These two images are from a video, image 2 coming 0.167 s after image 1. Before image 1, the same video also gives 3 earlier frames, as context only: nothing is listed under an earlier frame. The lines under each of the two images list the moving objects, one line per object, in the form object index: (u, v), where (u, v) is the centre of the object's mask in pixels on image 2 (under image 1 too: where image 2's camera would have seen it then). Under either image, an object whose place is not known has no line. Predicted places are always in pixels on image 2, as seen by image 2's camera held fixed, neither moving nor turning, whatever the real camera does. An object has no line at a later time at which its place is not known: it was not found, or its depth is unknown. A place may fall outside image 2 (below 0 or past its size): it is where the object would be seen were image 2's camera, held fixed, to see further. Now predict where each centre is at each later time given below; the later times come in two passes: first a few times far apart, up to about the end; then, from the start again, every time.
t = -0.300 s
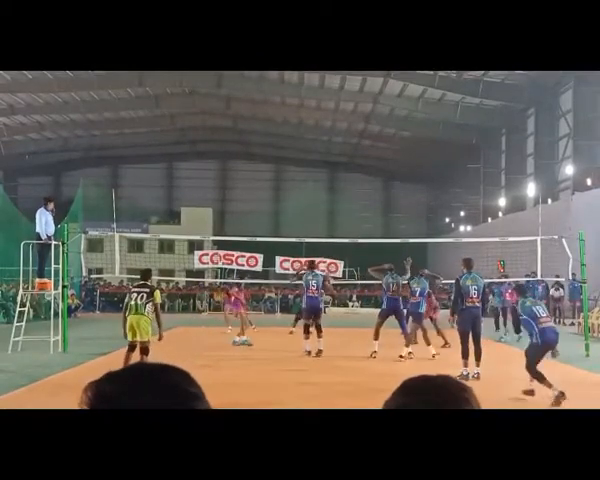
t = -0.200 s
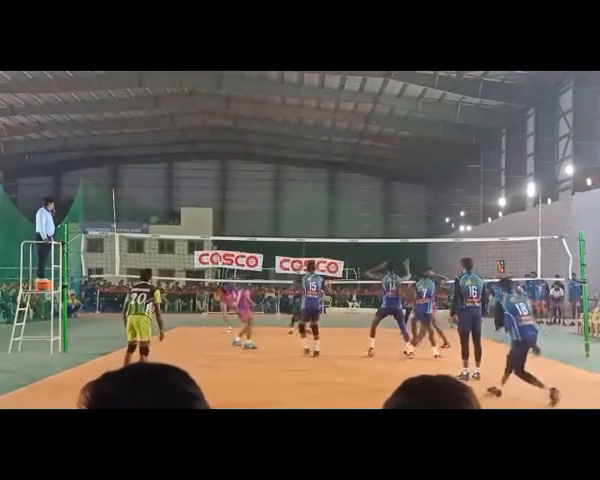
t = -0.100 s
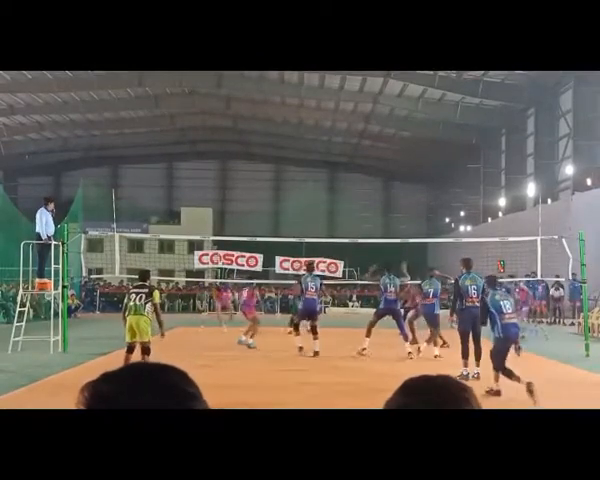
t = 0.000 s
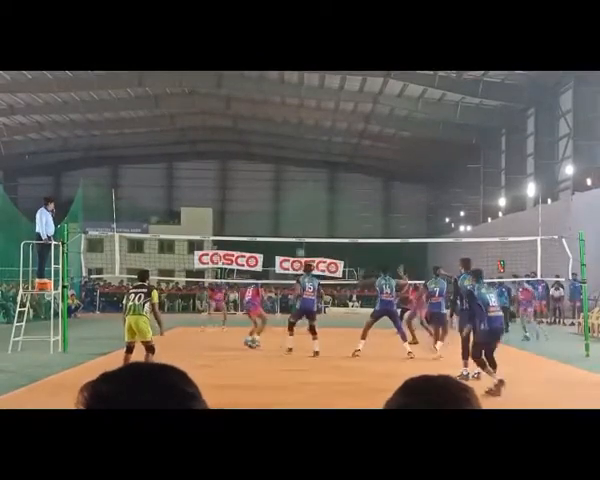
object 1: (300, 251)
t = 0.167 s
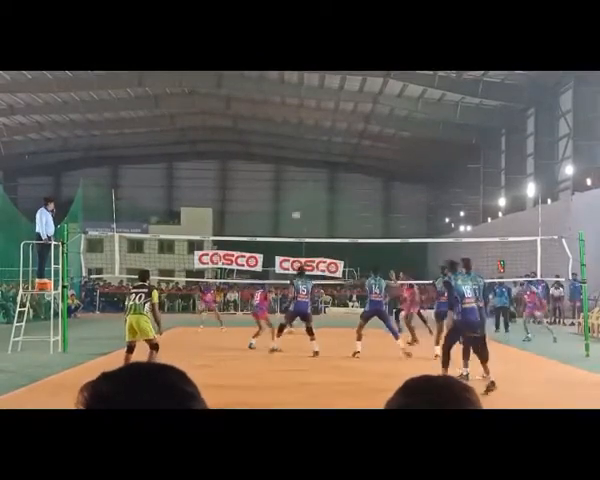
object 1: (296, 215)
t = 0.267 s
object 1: (292, 196)
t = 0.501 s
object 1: (285, 164)
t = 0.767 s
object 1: (276, 152)
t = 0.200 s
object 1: (295, 208)
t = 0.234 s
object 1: (294, 202)
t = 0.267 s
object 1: (292, 196)
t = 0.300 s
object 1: (291, 190)
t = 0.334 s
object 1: (290, 184)
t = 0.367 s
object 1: (289, 180)
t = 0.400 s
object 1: (289, 175)
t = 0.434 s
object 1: (287, 171)
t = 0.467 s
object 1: (286, 167)
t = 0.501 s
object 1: (285, 164)
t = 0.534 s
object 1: (284, 161)
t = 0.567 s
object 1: (285, 159)
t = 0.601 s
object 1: (282, 156)
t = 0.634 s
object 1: (281, 155)
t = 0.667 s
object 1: (279, 154)
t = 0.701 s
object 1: (278, 153)
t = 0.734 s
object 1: (277, 152)
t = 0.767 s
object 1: (276, 152)
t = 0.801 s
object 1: (275, 153)
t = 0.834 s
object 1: (273, 153)
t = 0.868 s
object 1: (272, 155)
